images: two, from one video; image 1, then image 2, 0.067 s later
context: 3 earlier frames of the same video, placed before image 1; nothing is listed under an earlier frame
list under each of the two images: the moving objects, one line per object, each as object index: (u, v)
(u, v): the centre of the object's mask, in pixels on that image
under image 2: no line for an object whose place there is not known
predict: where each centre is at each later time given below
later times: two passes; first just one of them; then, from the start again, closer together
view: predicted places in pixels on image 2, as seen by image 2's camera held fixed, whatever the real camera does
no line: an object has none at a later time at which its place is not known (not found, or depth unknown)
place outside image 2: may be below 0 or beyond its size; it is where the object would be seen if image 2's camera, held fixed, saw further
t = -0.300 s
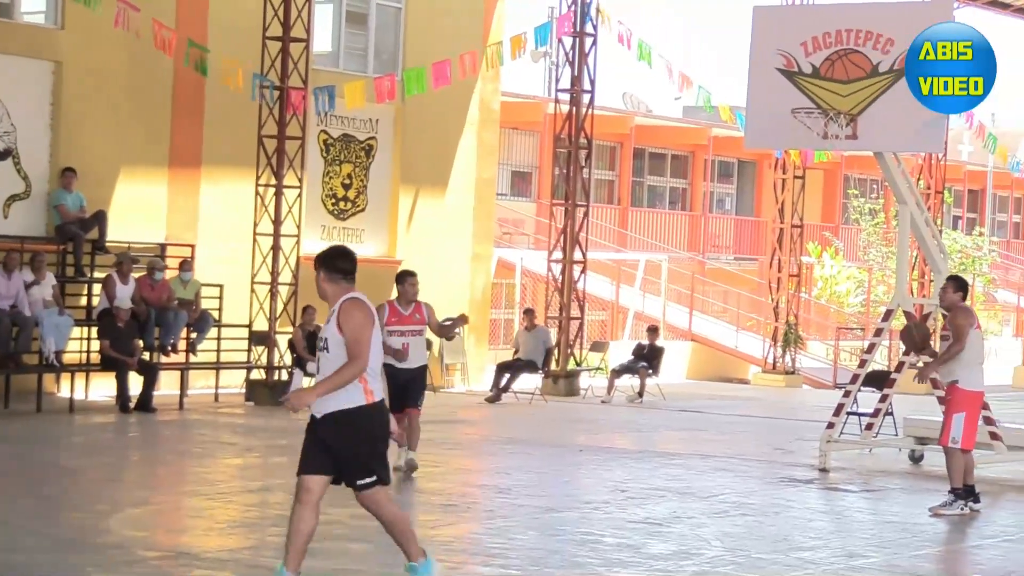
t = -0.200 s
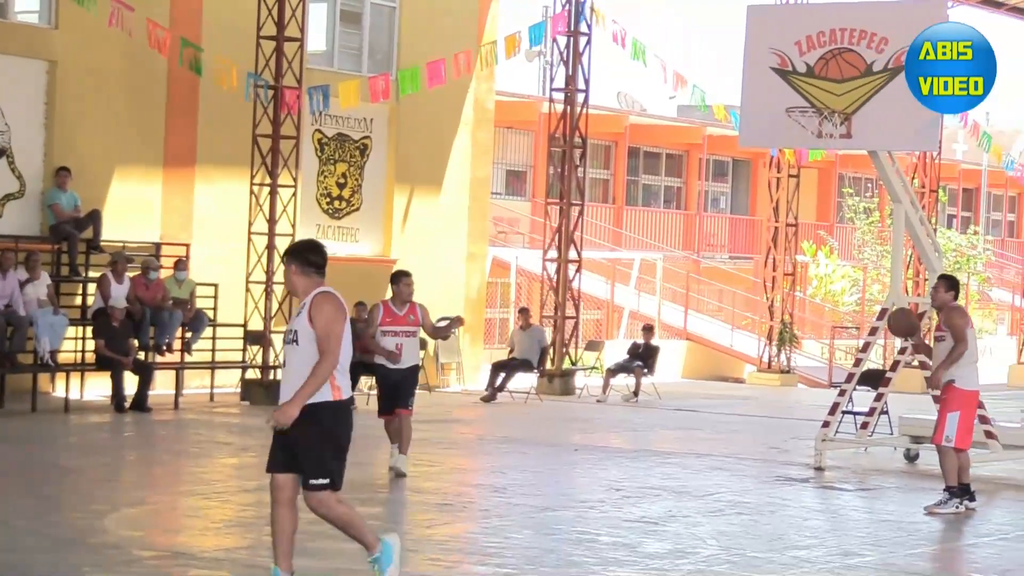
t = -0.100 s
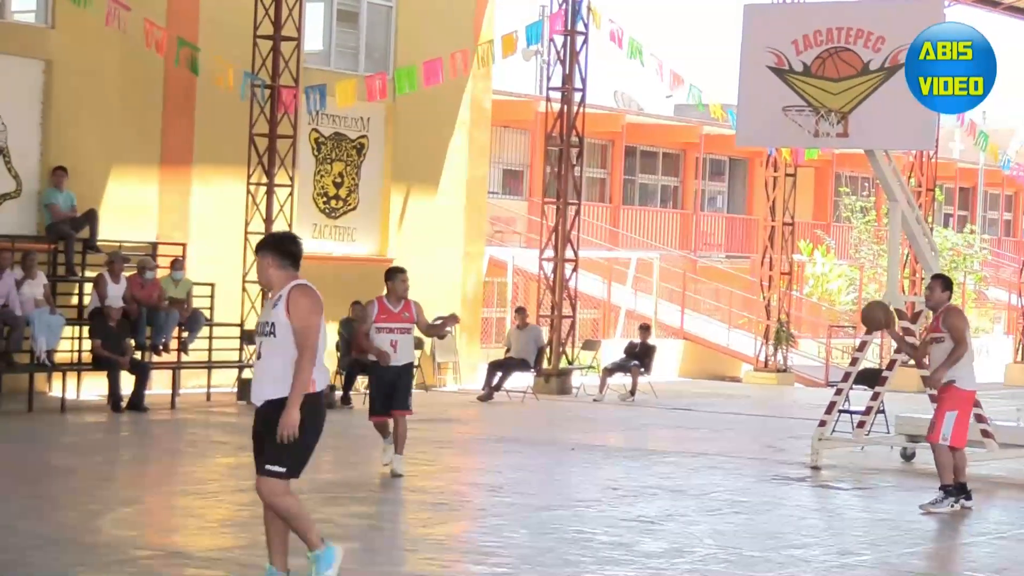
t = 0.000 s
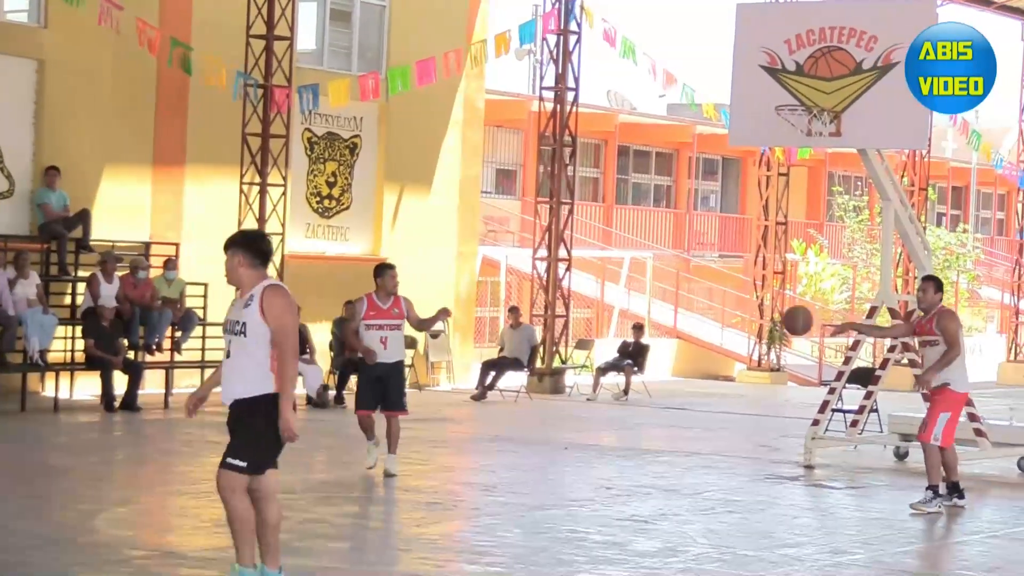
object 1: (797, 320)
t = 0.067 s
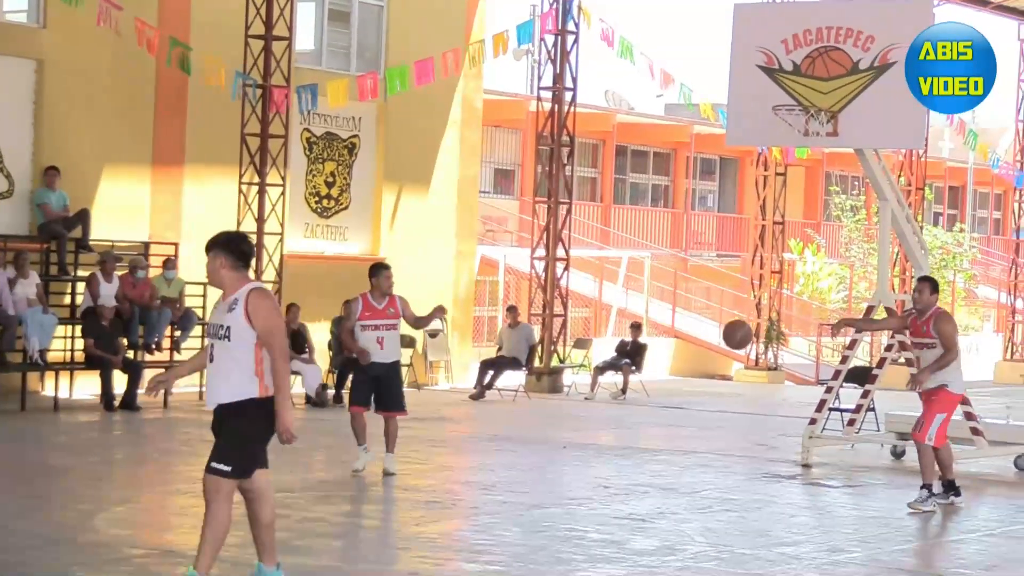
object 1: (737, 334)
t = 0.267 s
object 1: (561, 418)
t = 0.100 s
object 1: (708, 344)
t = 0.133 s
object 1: (679, 355)
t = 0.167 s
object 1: (650, 368)
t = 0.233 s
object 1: (591, 400)
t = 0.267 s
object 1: (561, 418)
